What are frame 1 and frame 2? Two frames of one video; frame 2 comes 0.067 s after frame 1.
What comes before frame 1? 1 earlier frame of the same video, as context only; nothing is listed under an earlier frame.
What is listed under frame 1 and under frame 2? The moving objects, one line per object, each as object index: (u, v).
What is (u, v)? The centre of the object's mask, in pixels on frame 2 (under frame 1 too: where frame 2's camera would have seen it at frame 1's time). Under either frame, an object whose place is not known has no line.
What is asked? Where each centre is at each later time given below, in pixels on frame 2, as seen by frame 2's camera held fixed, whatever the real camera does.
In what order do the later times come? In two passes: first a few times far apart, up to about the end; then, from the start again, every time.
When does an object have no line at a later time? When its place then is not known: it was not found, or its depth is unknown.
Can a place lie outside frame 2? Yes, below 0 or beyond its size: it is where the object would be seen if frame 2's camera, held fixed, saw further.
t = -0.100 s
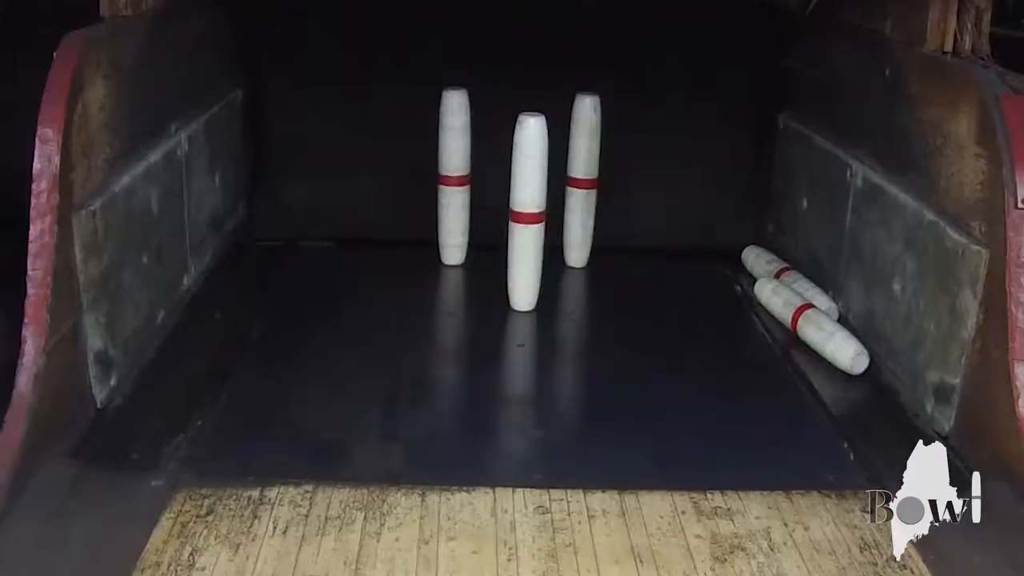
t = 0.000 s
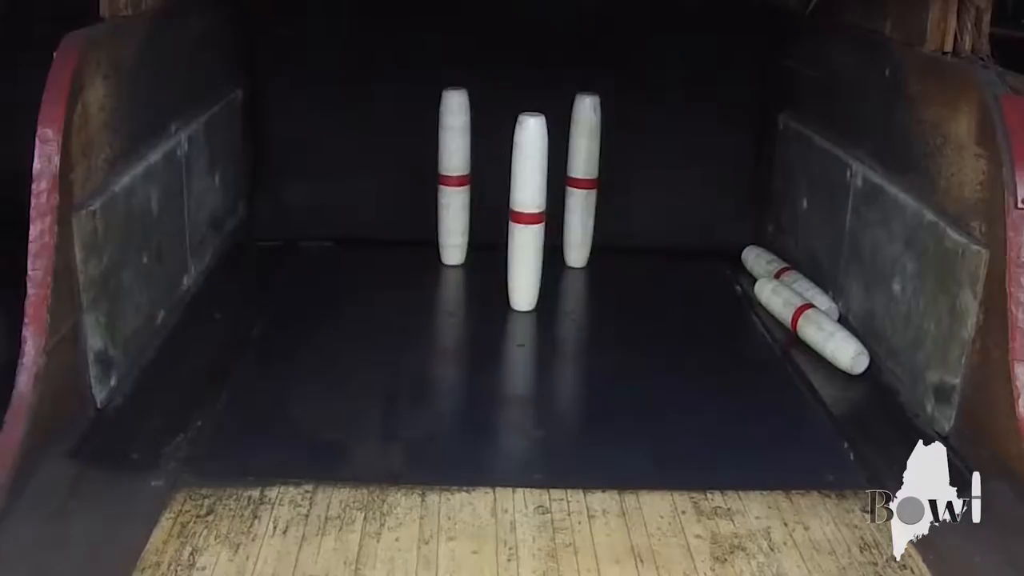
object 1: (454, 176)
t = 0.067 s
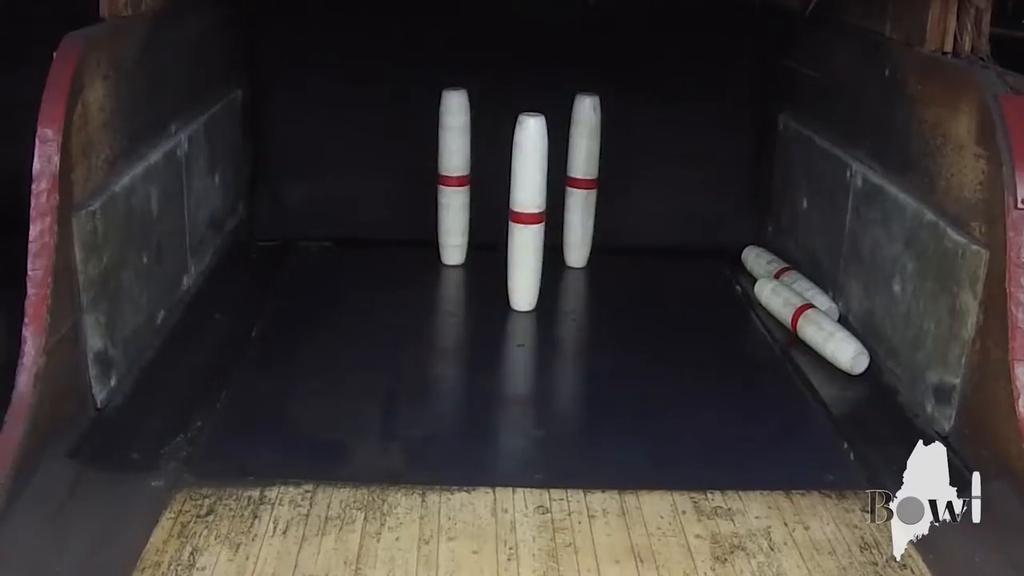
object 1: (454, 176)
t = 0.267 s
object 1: (443, 187)
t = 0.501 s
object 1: (315, 175)
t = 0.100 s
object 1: (454, 175)
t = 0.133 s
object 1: (453, 176)
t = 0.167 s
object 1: (454, 176)
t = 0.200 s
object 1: (454, 175)
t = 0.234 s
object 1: (453, 176)
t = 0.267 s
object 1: (443, 187)
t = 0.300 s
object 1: (409, 181)
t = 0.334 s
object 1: (375, 173)
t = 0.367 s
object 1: (354, 176)
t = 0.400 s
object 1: (322, 190)
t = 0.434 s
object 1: (295, 183)
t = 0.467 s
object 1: (304, 177)
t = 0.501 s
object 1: (315, 175)
